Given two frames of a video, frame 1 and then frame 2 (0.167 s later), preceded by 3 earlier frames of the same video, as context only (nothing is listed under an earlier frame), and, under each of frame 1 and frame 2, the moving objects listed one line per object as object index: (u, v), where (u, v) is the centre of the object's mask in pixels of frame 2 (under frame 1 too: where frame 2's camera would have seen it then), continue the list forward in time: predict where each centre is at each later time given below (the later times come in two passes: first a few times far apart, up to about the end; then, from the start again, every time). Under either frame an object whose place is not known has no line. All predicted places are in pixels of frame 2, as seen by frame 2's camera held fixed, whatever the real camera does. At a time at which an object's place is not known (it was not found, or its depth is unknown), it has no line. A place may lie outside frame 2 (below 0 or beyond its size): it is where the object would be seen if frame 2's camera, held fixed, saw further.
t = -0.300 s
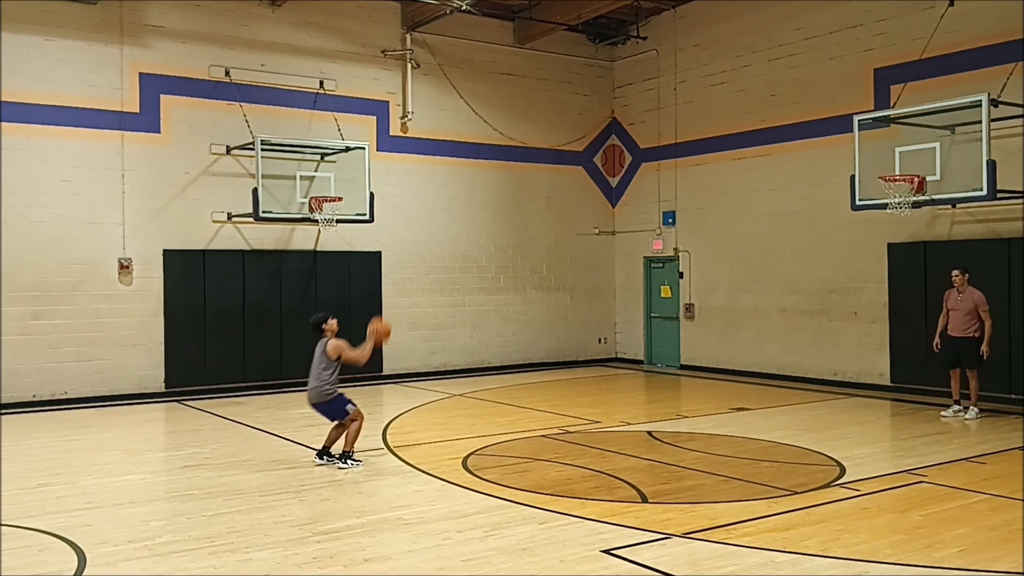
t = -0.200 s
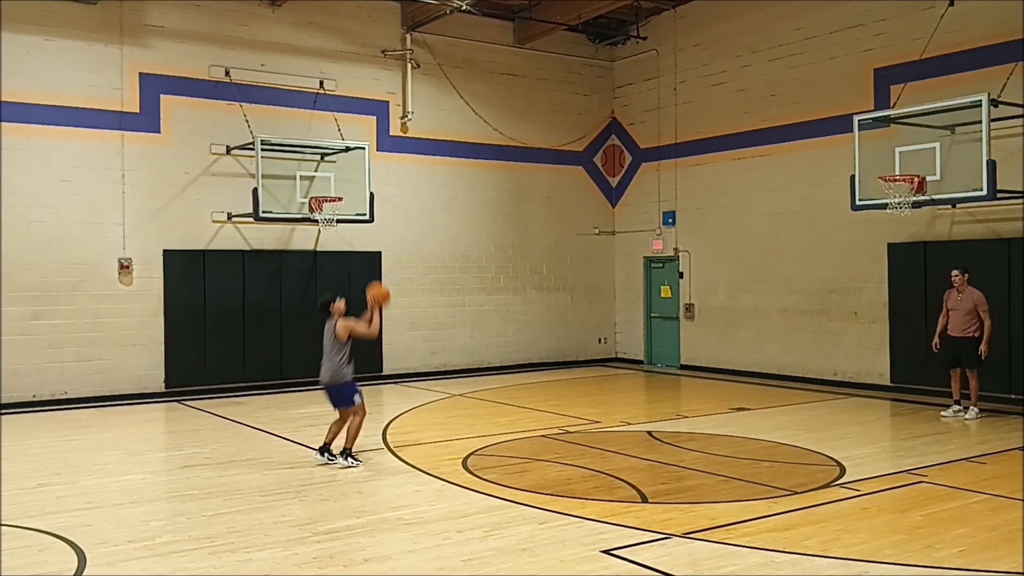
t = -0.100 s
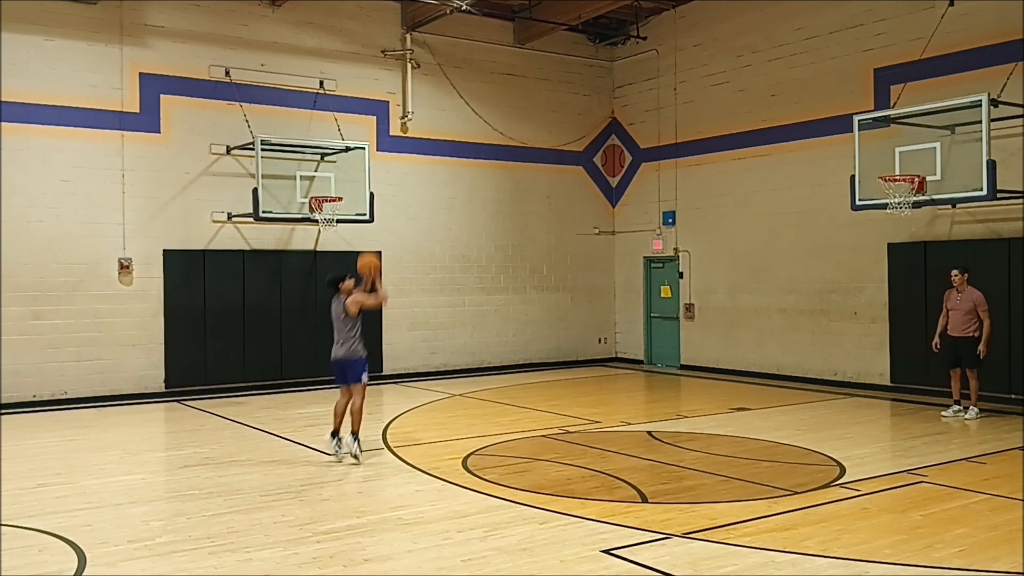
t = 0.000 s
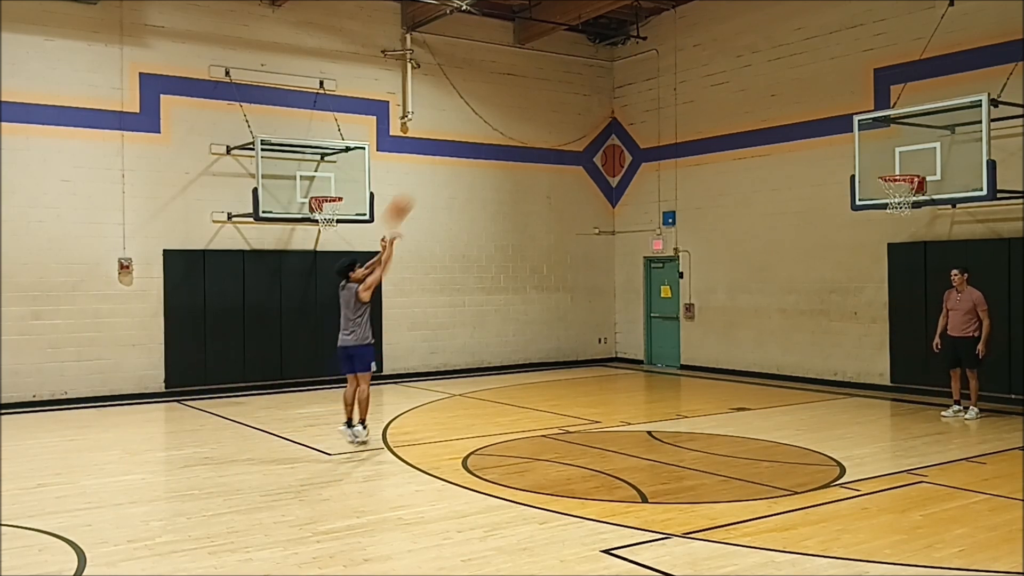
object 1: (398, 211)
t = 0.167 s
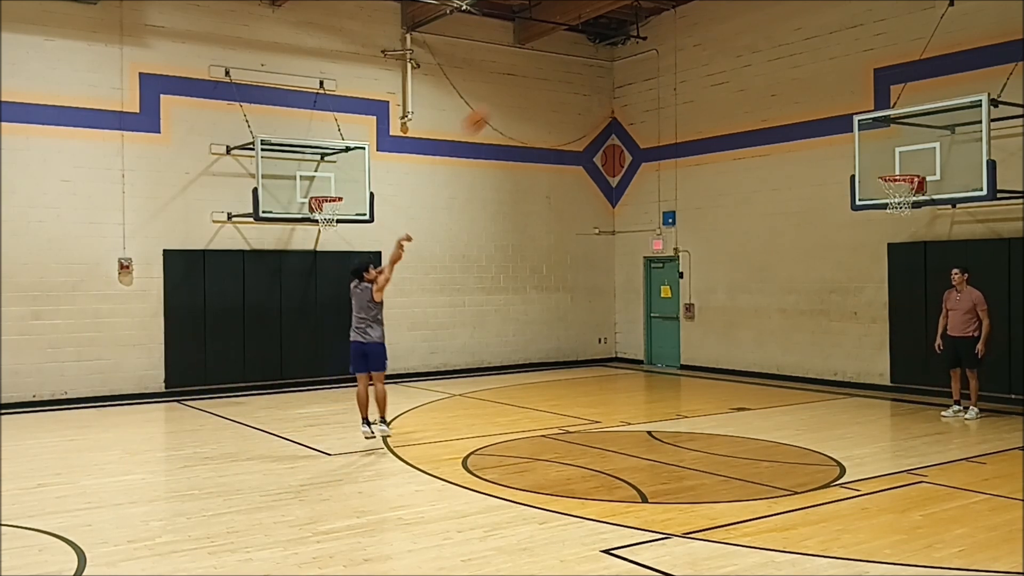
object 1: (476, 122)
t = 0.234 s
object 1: (507, 91)
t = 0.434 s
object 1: (595, 35)
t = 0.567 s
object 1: (648, 18)
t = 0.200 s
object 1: (492, 105)
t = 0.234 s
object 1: (507, 91)
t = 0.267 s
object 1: (522, 79)
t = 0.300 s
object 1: (537, 68)
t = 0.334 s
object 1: (552, 57)
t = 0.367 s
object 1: (567, 48)
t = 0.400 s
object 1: (580, 42)
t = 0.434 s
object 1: (595, 35)
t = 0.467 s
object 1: (608, 30)
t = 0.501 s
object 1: (621, 25)
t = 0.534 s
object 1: (635, 21)
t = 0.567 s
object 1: (648, 18)
